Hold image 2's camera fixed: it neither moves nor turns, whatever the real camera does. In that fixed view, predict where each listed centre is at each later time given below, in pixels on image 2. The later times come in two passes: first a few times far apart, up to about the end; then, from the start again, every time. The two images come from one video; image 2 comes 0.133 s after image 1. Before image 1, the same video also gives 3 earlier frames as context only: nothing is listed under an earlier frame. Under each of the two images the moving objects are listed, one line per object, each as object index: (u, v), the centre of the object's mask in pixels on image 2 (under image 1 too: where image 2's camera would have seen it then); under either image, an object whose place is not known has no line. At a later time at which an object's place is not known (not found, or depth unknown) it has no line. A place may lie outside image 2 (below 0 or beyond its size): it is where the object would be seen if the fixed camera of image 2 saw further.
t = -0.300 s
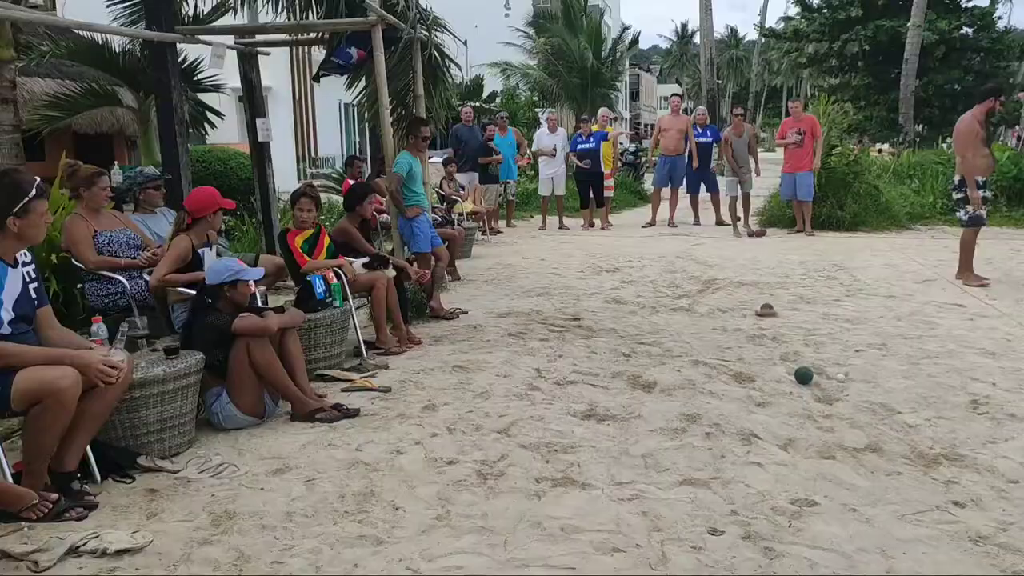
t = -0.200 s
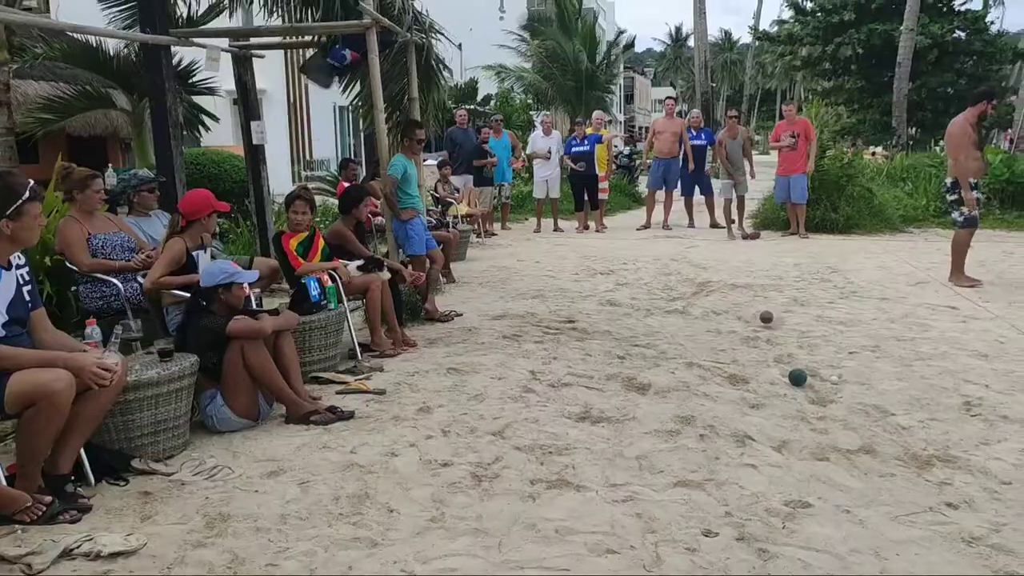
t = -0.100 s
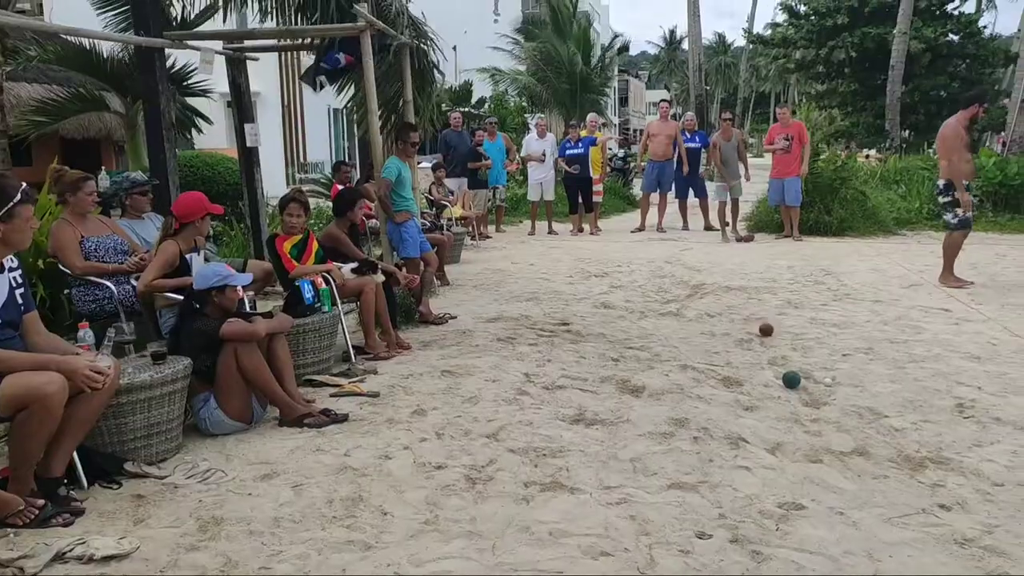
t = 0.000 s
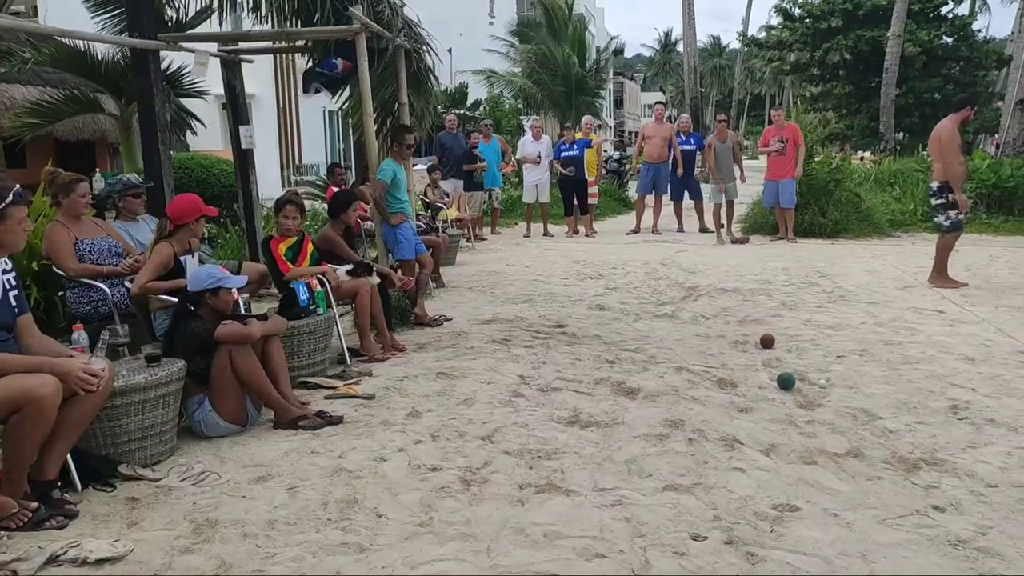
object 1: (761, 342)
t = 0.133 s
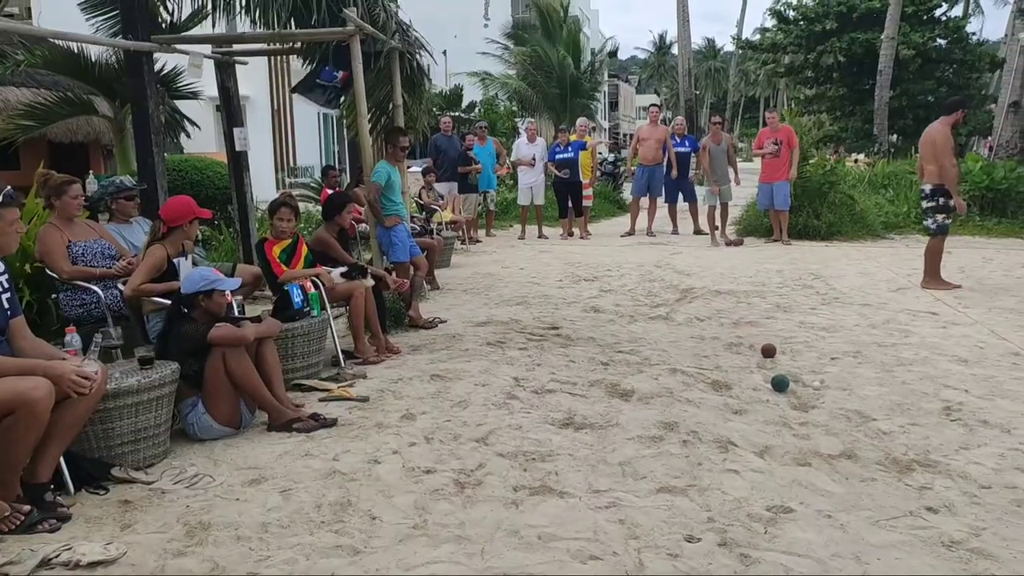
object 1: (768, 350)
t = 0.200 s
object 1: (772, 354)
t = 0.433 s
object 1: (780, 367)
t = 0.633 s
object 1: (794, 377)
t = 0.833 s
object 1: (808, 385)
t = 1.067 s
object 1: (823, 395)
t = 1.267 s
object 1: (842, 402)
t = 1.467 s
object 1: (854, 409)
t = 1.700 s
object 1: (856, 414)
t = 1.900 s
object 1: (849, 416)
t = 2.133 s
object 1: (849, 416)
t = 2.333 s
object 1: (852, 416)
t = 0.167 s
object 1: (770, 352)
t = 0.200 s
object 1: (772, 354)
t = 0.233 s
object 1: (773, 357)
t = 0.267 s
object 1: (775, 360)
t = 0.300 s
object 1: (776, 361)
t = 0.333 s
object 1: (777, 362)
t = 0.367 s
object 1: (778, 364)
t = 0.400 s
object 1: (779, 366)
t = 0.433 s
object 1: (780, 367)
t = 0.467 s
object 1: (782, 369)
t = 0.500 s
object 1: (784, 369)
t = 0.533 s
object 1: (786, 371)
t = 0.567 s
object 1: (789, 373)
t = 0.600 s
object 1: (792, 376)
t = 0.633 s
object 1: (794, 377)
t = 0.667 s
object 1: (796, 378)
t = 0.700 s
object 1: (798, 379)
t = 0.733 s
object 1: (801, 381)
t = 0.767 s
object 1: (803, 382)
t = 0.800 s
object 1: (806, 383)
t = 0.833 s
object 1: (808, 385)
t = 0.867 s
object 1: (811, 387)
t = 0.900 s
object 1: (813, 389)
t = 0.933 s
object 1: (815, 391)
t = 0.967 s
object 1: (817, 392)
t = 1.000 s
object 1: (819, 393)
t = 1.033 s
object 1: (821, 394)
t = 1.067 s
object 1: (823, 395)
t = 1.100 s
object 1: (826, 396)
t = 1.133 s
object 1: (829, 397)
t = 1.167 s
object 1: (832, 400)
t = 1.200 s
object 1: (835, 401)
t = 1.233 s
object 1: (838, 402)
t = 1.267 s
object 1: (842, 402)
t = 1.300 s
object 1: (845, 403)
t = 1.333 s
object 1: (847, 404)
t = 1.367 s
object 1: (850, 405)
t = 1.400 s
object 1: (851, 406)
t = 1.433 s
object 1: (853, 407)
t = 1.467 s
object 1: (854, 409)
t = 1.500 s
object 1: (855, 411)
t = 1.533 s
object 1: (856, 412)
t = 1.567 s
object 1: (857, 412)
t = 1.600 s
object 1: (857, 412)
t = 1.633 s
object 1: (857, 413)
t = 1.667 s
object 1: (857, 414)
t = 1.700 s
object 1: (856, 414)
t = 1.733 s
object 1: (855, 415)
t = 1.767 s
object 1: (854, 415)
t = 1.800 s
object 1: (852, 416)
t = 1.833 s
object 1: (851, 416)
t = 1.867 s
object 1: (850, 416)
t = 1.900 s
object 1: (849, 416)
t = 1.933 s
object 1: (848, 416)
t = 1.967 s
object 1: (848, 416)
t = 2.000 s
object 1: (848, 416)
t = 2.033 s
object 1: (848, 416)
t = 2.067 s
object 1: (848, 416)
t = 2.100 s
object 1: (849, 416)
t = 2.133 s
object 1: (849, 416)
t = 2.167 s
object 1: (850, 416)
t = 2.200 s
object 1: (850, 416)
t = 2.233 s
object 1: (851, 416)
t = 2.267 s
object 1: (851, 416)
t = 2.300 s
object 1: (852, 416)
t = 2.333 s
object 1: (852, 416)
